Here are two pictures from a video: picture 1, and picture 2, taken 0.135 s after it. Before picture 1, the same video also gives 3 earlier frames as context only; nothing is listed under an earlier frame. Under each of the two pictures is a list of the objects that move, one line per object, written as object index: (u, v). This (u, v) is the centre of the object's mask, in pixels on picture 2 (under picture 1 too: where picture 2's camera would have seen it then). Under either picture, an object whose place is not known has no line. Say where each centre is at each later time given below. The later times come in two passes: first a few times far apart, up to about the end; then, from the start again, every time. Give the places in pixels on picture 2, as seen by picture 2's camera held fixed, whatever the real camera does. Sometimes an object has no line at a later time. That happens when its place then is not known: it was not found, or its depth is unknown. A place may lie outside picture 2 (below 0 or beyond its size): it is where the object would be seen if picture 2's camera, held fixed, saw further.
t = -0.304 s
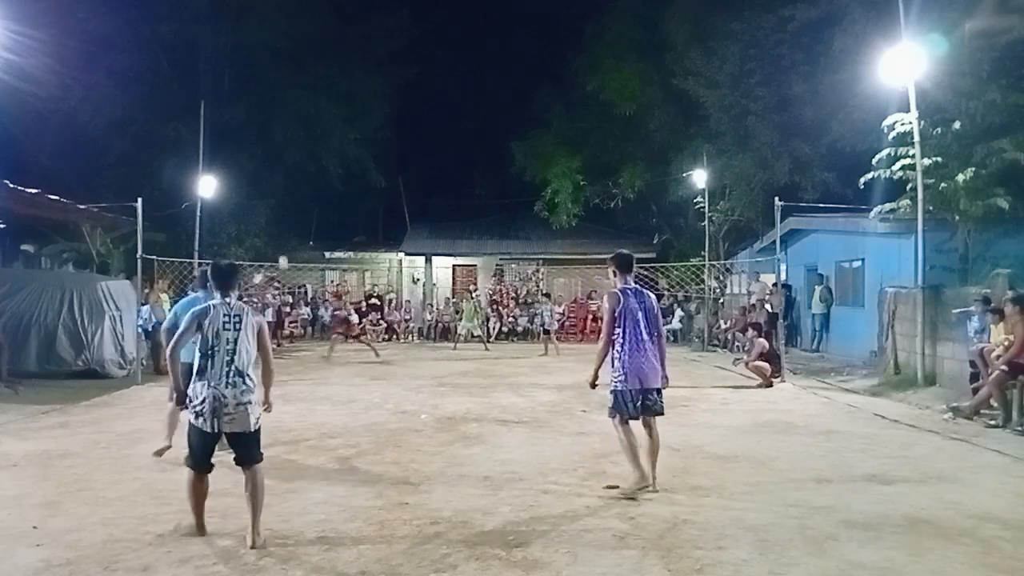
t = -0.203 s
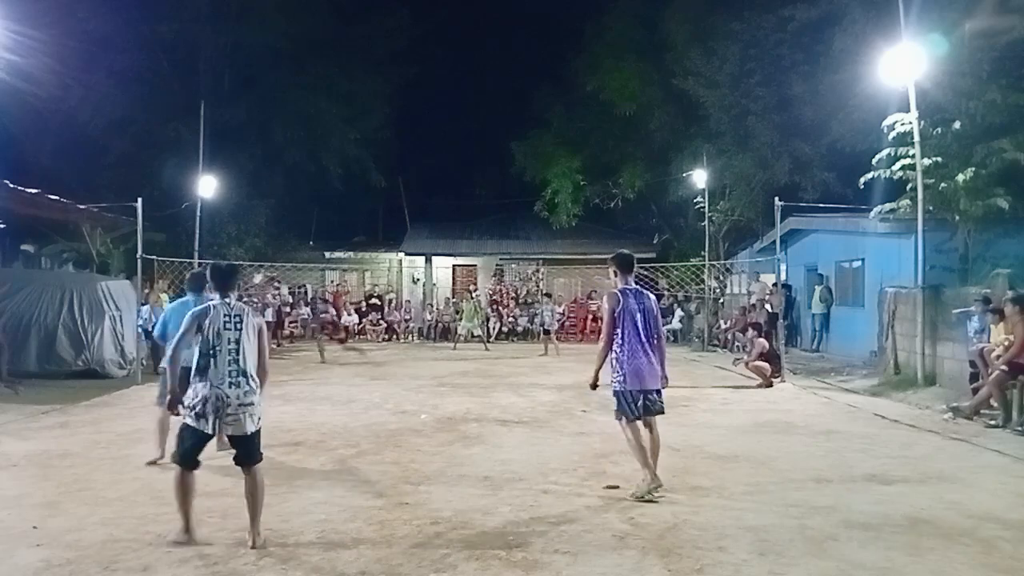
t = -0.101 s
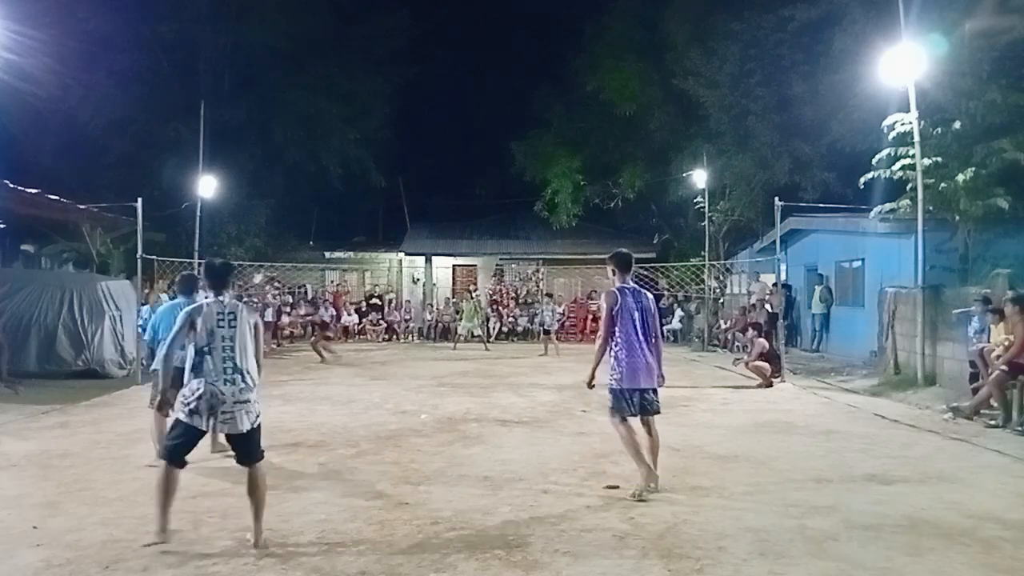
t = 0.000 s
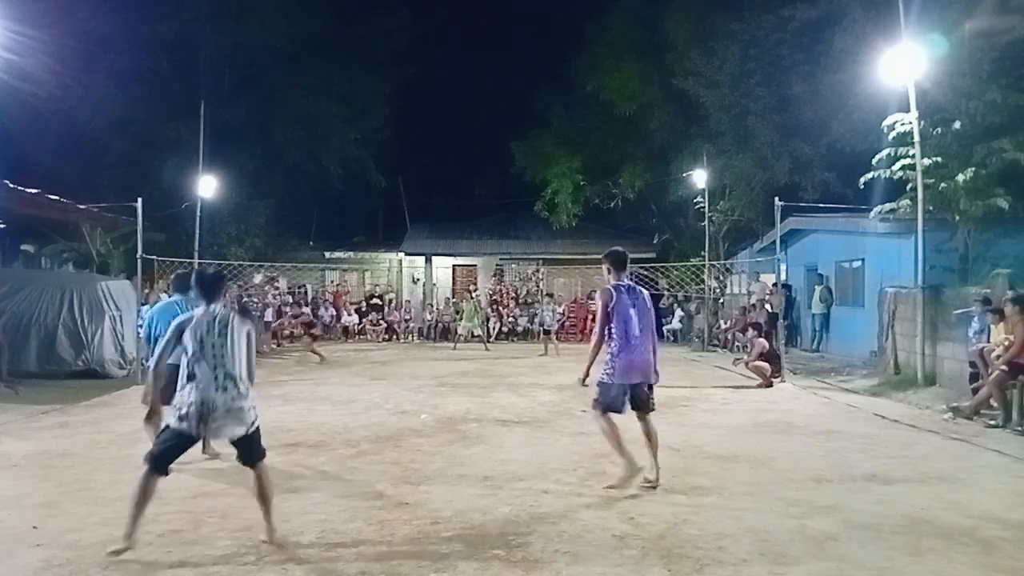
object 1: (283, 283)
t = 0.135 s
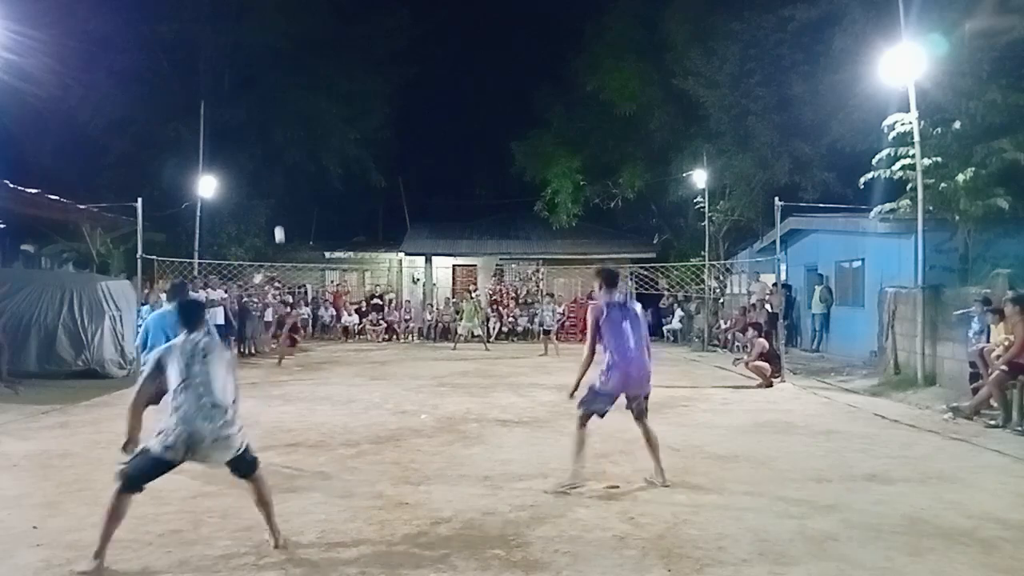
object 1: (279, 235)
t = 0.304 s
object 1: (273, 175)
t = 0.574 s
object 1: (256, 91)
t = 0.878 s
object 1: (227, 30)
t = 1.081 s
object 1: (187, 41)
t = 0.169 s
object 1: (278, 222)
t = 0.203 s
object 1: (277, 210)
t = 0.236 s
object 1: (275, 198)
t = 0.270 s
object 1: (274, 186)
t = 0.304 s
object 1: (273, 175)
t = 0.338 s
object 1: (271, 163)
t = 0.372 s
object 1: (269, 152)
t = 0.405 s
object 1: (267, 141)
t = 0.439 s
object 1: (265, 131)
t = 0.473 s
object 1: (263, 120)
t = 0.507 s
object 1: (261, 110)
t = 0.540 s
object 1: (259, 101)
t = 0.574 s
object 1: (256, 91)
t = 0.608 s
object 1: (254, 82)
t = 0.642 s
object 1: (251, 73)
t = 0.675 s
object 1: (248, 65)
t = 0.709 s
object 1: (245, 57)
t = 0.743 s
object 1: (242, 50)
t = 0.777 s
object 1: (239, 44)
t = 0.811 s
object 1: (235, 39)
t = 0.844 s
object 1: (231, 34)
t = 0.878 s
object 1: (227, 30)
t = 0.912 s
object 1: (221, 28)
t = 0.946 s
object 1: (216, 27)
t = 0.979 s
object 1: (210, 28)
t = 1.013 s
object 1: (202, 30)
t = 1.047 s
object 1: (195, 34)
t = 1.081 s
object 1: (187, 41)
